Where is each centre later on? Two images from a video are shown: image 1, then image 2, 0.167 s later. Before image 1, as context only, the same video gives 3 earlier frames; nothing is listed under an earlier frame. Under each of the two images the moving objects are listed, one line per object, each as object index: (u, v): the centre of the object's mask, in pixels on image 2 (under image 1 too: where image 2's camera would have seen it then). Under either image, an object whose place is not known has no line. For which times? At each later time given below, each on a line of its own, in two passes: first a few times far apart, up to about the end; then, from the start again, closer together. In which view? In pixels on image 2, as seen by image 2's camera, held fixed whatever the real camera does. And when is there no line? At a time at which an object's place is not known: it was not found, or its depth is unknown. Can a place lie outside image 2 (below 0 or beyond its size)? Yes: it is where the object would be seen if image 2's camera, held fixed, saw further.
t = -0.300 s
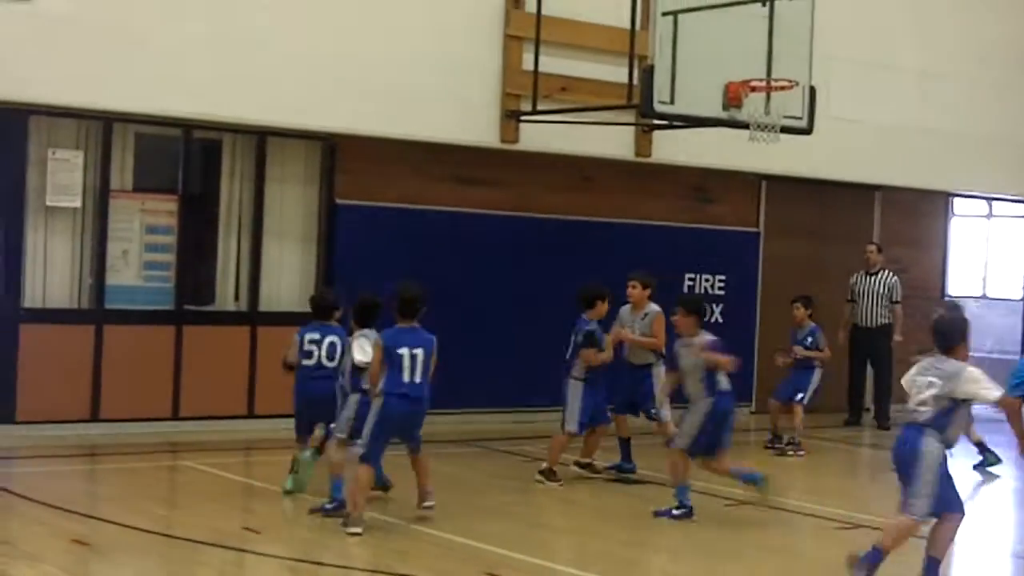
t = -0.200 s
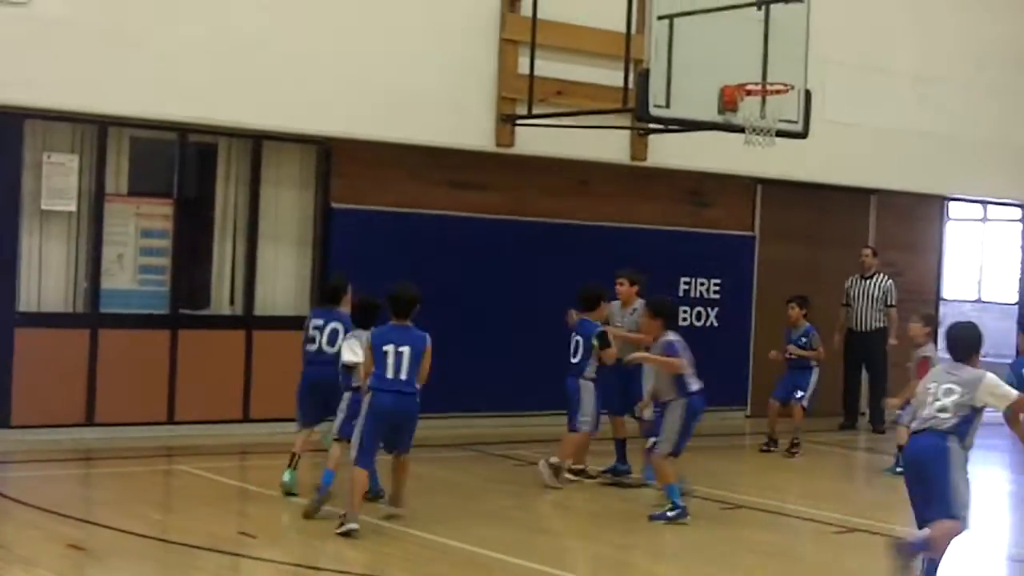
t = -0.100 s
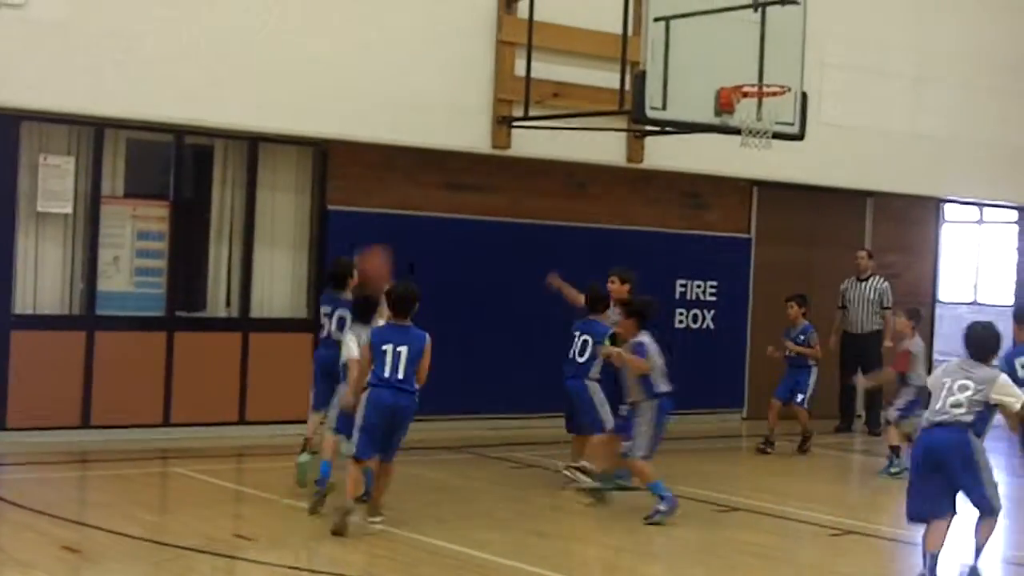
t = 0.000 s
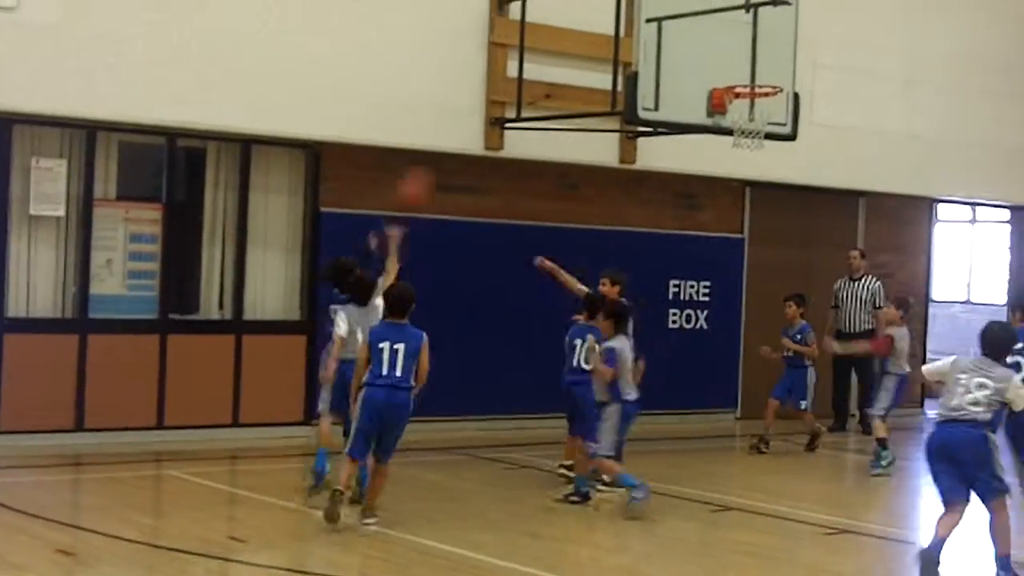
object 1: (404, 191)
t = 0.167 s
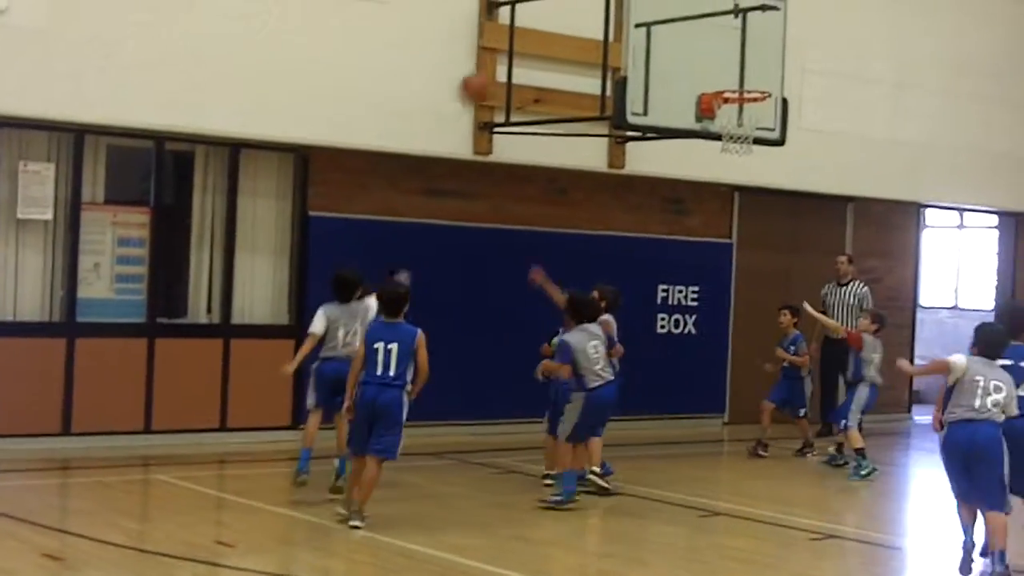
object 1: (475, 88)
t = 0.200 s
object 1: (490, 70)
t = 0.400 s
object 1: (570, 8)
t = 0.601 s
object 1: (641, 2)
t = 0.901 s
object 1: (731, 80)
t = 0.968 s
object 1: (752, 111)
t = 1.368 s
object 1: (759, 242)
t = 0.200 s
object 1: (490, 70)
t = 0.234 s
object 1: (504, 57)
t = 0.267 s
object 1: (518, 46)
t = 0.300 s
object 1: (530, 33)
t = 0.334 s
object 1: (543, 24)
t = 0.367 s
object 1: (556, 15)
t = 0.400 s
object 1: (570, 8)
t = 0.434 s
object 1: (582, 5)
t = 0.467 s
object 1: (595, 2)
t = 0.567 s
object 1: (629, 1)
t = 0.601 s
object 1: (641, 2)
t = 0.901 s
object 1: (731, 80)
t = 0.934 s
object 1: (740, 96)
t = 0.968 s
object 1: (752, 111)
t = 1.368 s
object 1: (759, 242)
